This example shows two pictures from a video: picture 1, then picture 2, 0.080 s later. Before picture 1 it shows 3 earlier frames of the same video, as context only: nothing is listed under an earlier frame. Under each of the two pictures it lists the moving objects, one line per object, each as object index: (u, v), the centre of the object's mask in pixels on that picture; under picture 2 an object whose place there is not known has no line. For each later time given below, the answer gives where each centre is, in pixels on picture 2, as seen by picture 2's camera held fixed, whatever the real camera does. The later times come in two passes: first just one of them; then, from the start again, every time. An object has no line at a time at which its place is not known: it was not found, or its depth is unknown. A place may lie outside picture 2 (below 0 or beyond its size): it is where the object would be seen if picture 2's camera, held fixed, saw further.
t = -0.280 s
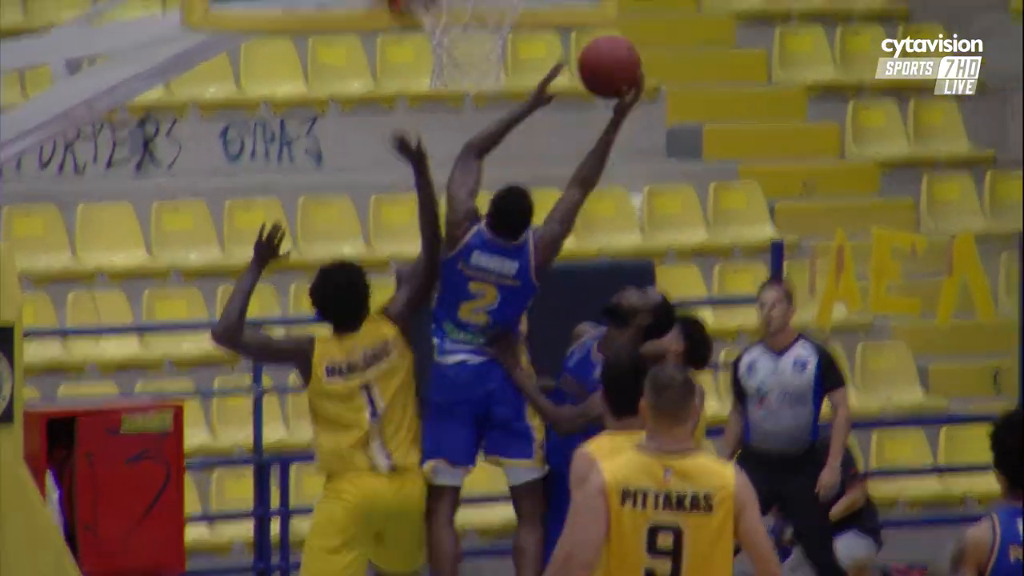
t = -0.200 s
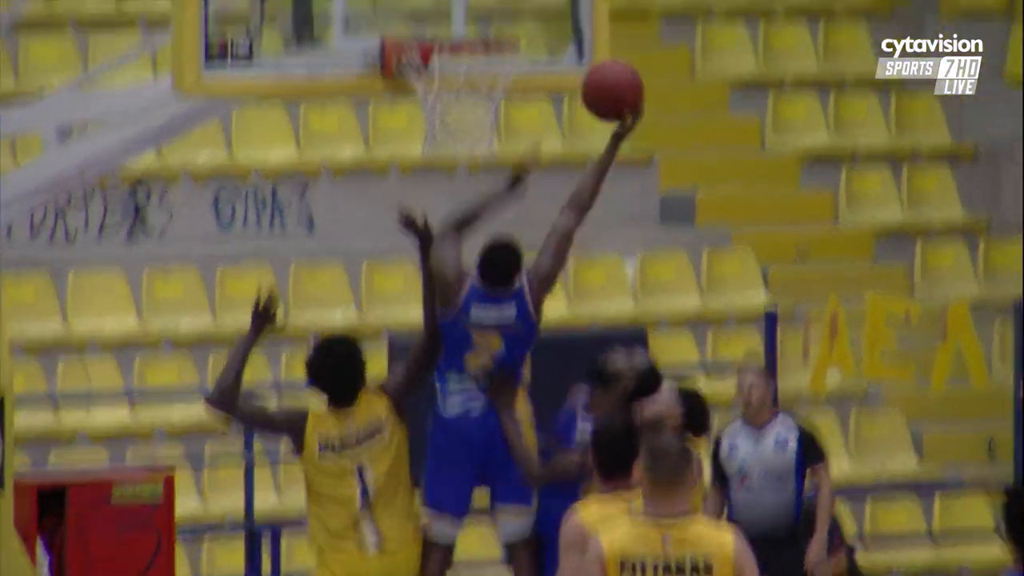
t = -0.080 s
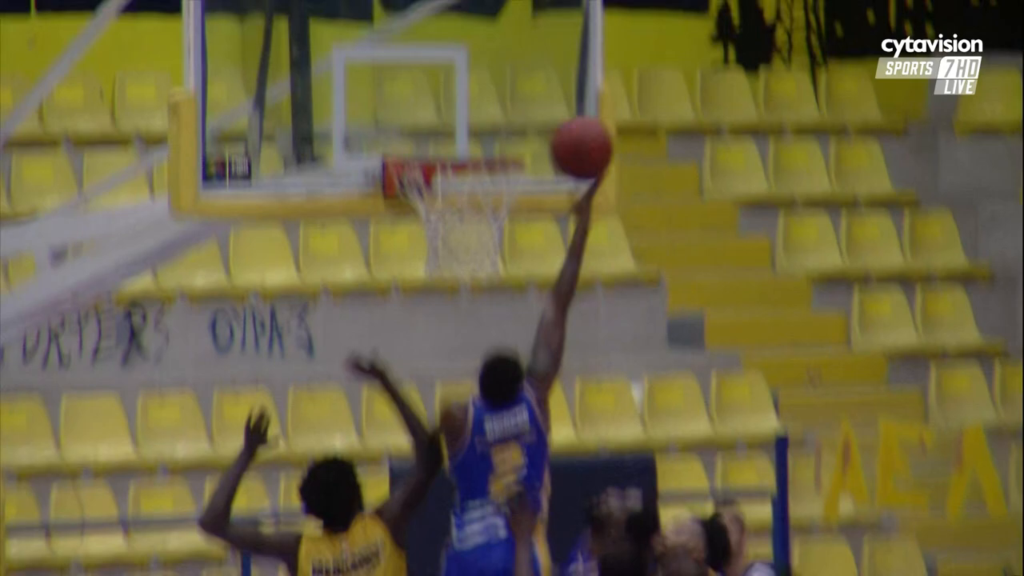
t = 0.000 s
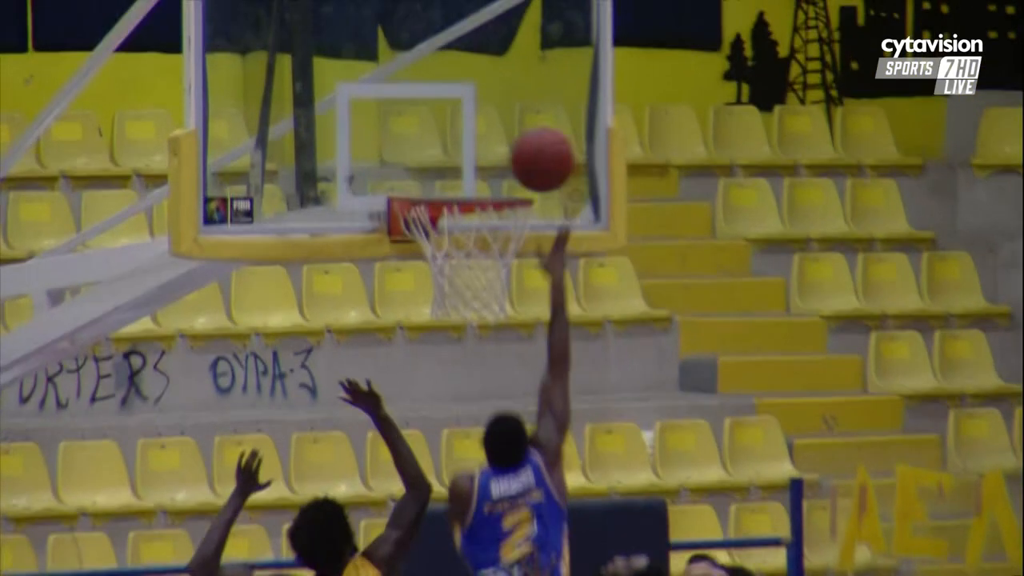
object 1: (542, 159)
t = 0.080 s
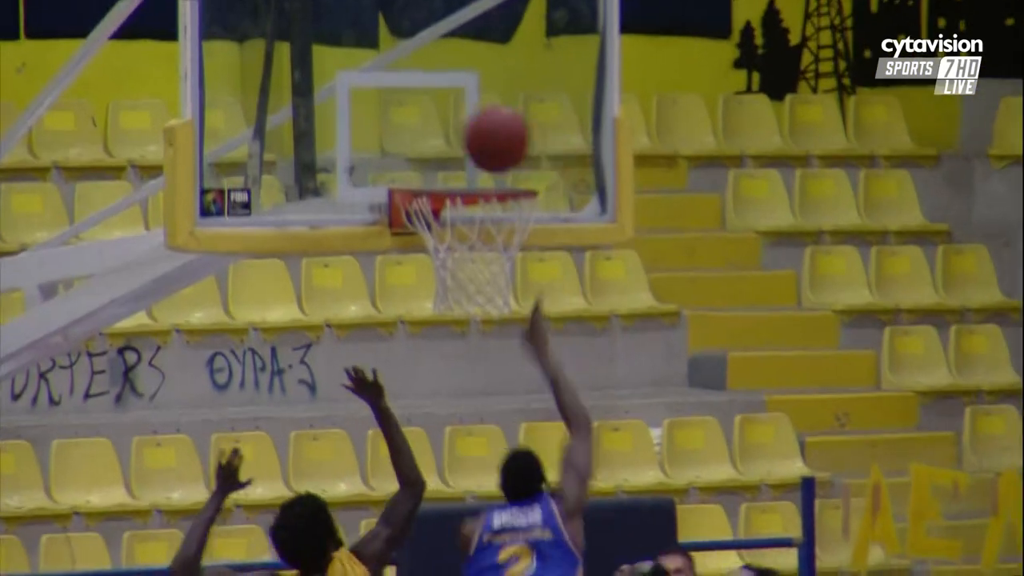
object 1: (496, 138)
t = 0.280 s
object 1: (473, 151)
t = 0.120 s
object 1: (473, 143)
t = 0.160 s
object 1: (471, 149)
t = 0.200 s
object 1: (471, 156)
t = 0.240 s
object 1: (472, 150)
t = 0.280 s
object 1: (473, 151)
